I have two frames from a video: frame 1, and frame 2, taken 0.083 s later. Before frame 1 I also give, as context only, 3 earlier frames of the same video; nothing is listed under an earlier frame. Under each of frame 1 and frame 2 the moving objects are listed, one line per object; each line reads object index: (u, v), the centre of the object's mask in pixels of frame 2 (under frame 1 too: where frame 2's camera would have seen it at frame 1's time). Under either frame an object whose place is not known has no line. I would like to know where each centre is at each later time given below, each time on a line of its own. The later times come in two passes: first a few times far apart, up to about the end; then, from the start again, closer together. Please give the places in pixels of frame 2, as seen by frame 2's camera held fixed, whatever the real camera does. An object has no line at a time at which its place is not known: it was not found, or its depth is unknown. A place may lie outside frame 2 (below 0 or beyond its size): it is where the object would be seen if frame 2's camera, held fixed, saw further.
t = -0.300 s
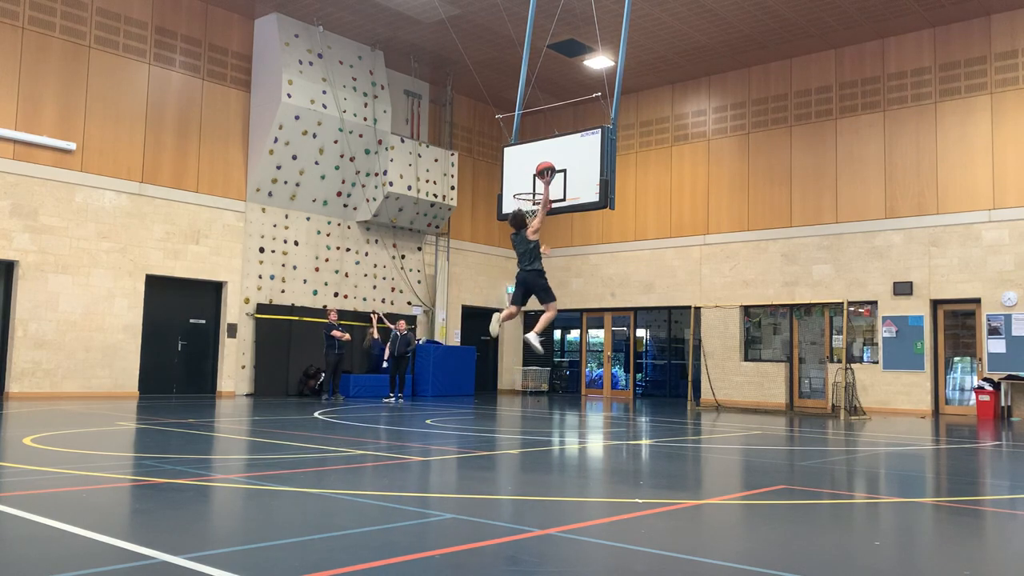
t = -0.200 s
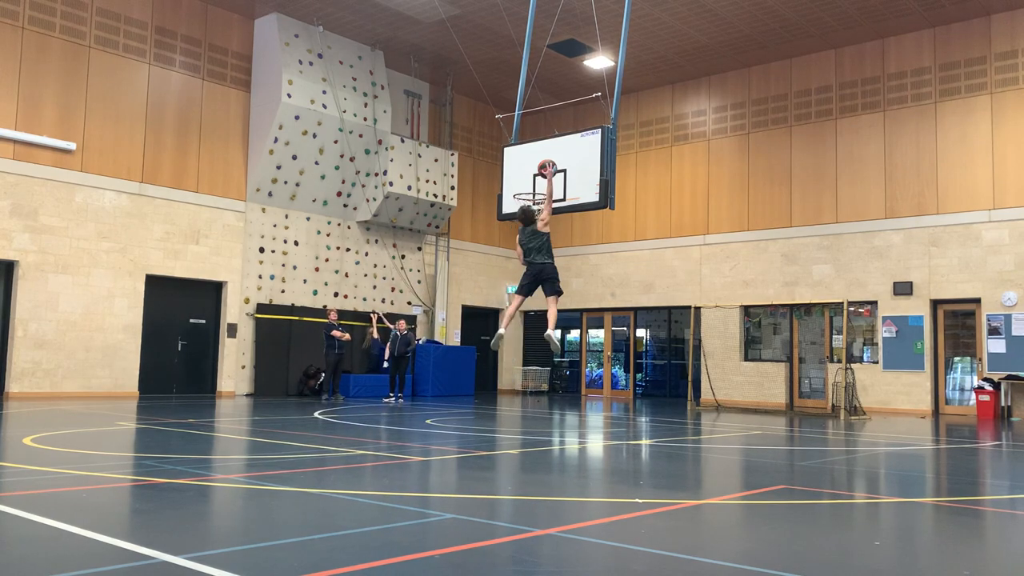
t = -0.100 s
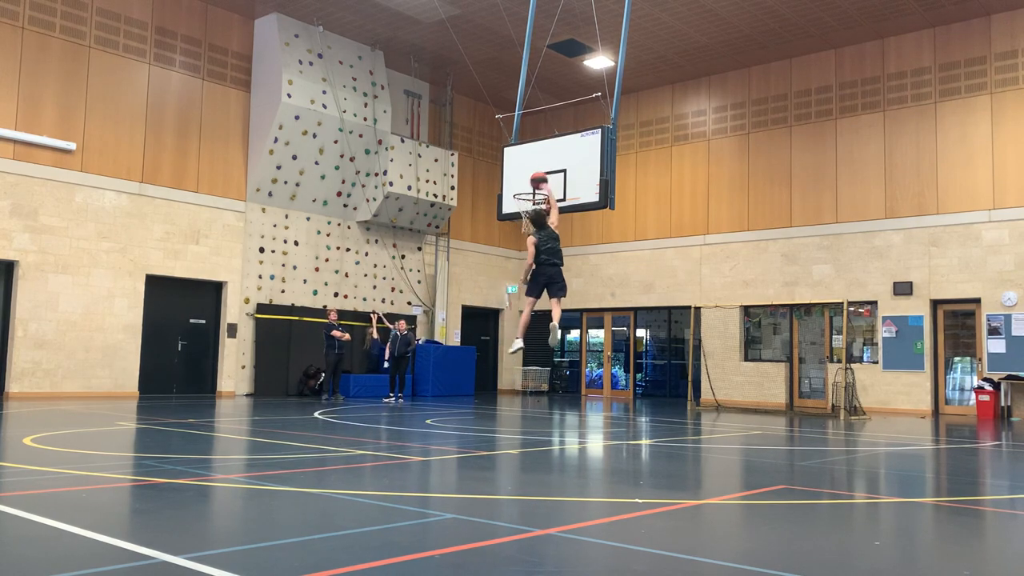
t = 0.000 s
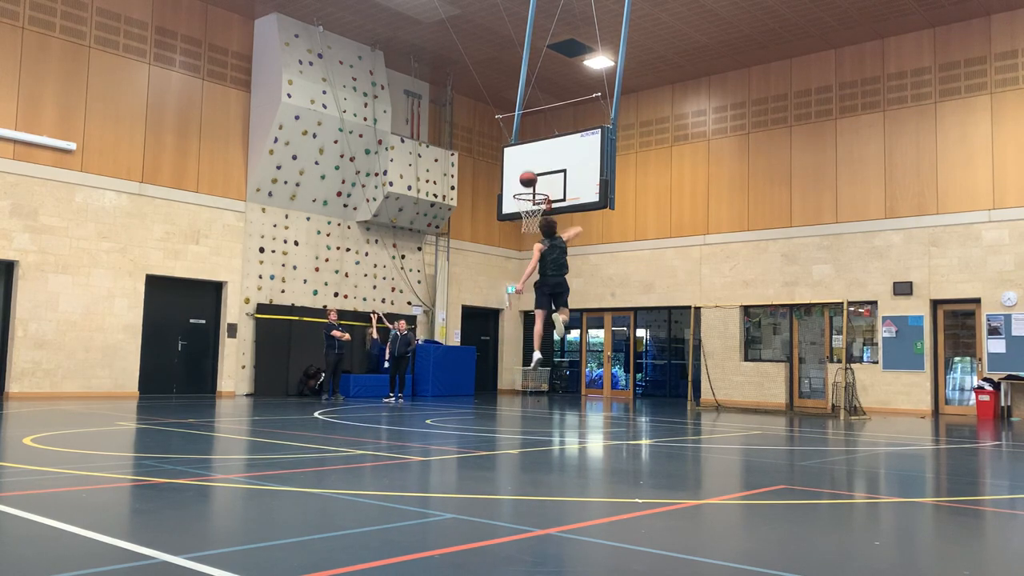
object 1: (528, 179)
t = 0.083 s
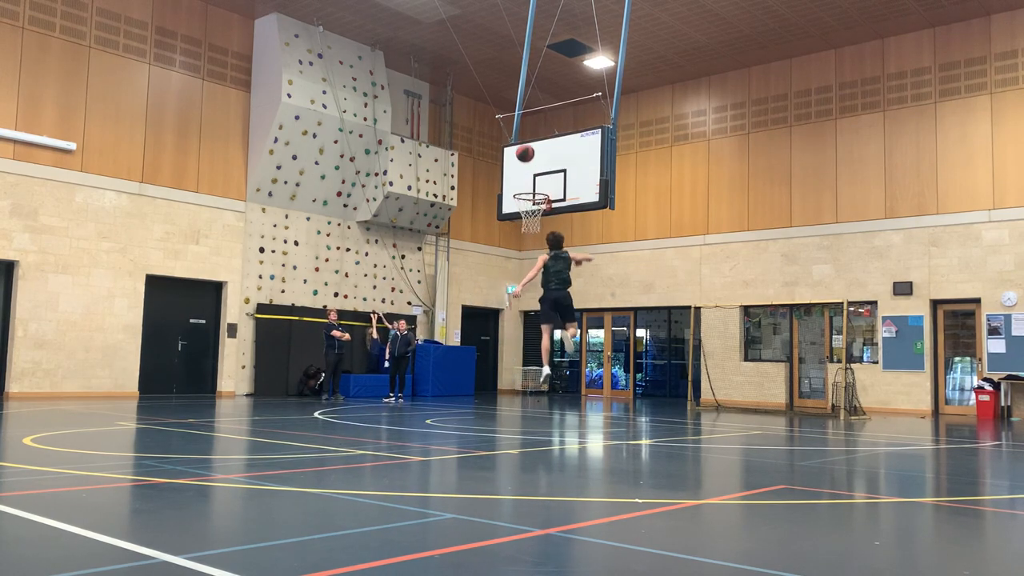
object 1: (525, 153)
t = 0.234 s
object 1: (518, 115)
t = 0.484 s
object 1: (504, 83)
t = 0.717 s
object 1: (484, 103)
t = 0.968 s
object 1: (454, 210)
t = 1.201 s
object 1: (410, 439)
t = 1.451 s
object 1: (378, 225)
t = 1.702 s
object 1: (335, 24)
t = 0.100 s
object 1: (524, 148)
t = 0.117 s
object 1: (523, 143)
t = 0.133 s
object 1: (523, 139)
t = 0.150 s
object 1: (521, 134)
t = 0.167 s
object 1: (520, 131)
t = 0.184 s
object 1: (520, 126)
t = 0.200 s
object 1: (519, 122)
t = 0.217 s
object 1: (518, 119)
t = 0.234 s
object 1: (518, 115)
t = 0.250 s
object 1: (517, 111)
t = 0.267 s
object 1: (516, 108)
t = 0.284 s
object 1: (515, 105)
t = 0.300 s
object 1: (514, 102)
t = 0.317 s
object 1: (513, 99)
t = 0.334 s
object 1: (513, 97)
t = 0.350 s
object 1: (512, 95)
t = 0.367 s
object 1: (511, 93)
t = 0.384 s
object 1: (510, 91)
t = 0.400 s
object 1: (509, 89)
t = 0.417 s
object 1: (508, 88)
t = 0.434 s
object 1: (506, 86)
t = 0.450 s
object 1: (506, 85)
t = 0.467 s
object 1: (505, 84)
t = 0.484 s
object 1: (504, 83)
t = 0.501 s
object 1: (503, 83)
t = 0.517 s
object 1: (501, 82)
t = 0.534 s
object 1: (500, 81)
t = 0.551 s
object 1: (498, 82)
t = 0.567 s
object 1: (497, 82)
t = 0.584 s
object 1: (496, 84)
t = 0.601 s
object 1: (494, 85)
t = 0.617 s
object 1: (493, 87)
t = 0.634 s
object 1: (492, 89)
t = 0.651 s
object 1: (490, 92)
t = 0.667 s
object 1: (489, 94)
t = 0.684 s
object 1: (487, 97)
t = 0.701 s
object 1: (486, 100)
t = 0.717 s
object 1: (484, 103)
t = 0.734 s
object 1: (482, 107)
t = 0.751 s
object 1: (481, 111)
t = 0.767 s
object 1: (480, 116)
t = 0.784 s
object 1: (477, 121)
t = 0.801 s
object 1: (475, 127)
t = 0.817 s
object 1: (473, 133)
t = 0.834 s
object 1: (471, 139)
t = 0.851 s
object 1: (469, 146)
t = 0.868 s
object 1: (467, 154)
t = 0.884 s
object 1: (465, 161)
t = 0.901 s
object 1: (463, 170)
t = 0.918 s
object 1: (461, 179)
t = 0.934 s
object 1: (458, 189)
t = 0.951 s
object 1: (456, 199)
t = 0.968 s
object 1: (454, 210)
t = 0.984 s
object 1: (451, 221)
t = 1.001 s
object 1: (449, 233)
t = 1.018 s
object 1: (446, 246)
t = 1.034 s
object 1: (443, 259)
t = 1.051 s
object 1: (440, 273)
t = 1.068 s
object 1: (437, 288)
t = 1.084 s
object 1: (435, 304)
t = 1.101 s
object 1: (432, 320)
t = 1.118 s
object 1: (428, 339)
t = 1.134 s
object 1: (425, 356)
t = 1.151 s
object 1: (421, 375)
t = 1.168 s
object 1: (418, 395)
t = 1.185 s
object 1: (414, 417)
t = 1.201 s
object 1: (410, 439)
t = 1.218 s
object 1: (405, 466)
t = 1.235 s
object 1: (404, 452)
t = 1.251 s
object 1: (402, 433)
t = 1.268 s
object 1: (400, 413)
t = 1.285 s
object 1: (399, 393)
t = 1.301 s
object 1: (397, 374)
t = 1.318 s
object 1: (395, 358)
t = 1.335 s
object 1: (393, 341)
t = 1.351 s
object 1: (391, 324)
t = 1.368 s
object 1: (389, 305)
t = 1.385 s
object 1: (387, 289)
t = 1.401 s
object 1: (385, 272)
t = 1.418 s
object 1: (383, 255)
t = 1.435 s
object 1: (381, 240)
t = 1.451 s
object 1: (378, 225)
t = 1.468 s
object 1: (376, 210)
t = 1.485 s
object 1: (373, 194)
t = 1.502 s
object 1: (371, 179)
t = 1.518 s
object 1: (368, 165)
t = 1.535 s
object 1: (366, 150)
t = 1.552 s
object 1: (363, 136)
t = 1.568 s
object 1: (360, 122)
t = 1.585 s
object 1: (358, 108)
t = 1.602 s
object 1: (354, 95)
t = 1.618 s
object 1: (351, 82)
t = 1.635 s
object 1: (348, 69)
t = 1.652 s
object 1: (345, 58)
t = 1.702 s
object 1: (335, 24)
